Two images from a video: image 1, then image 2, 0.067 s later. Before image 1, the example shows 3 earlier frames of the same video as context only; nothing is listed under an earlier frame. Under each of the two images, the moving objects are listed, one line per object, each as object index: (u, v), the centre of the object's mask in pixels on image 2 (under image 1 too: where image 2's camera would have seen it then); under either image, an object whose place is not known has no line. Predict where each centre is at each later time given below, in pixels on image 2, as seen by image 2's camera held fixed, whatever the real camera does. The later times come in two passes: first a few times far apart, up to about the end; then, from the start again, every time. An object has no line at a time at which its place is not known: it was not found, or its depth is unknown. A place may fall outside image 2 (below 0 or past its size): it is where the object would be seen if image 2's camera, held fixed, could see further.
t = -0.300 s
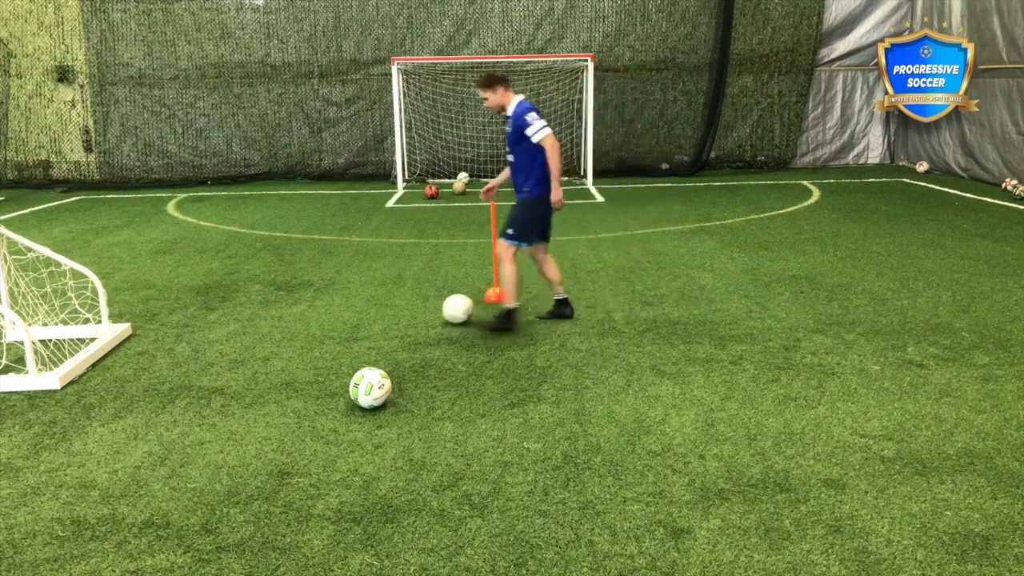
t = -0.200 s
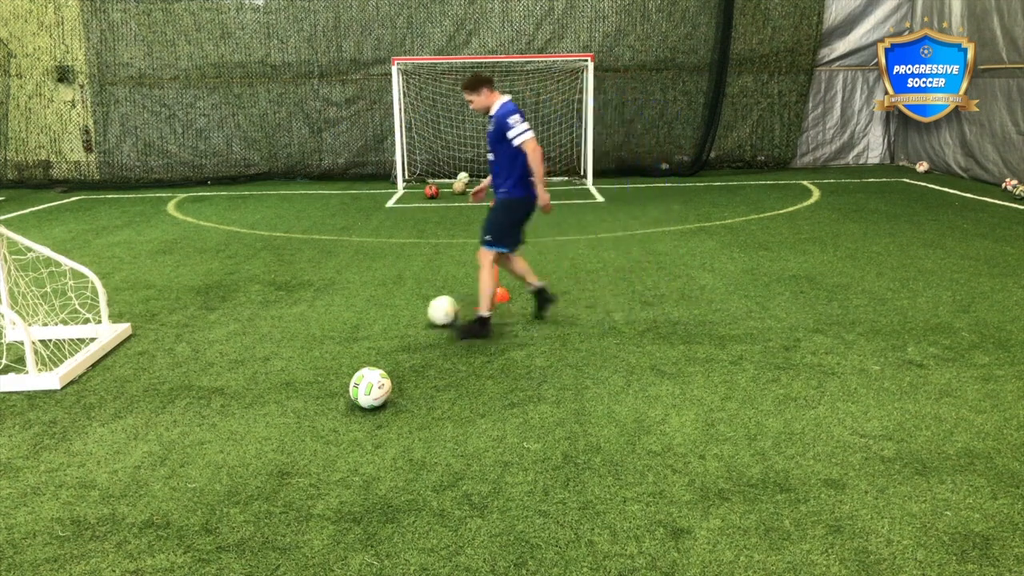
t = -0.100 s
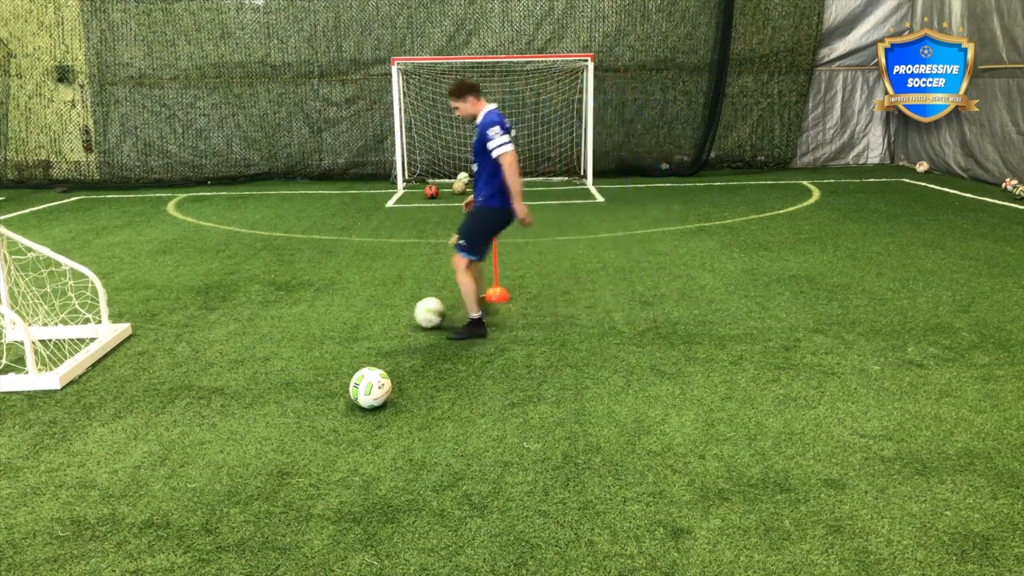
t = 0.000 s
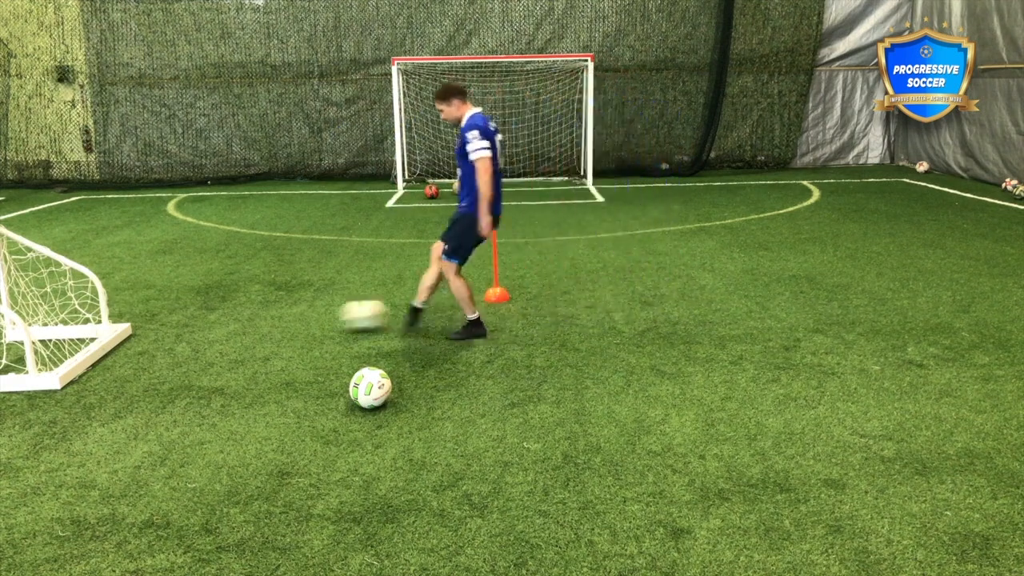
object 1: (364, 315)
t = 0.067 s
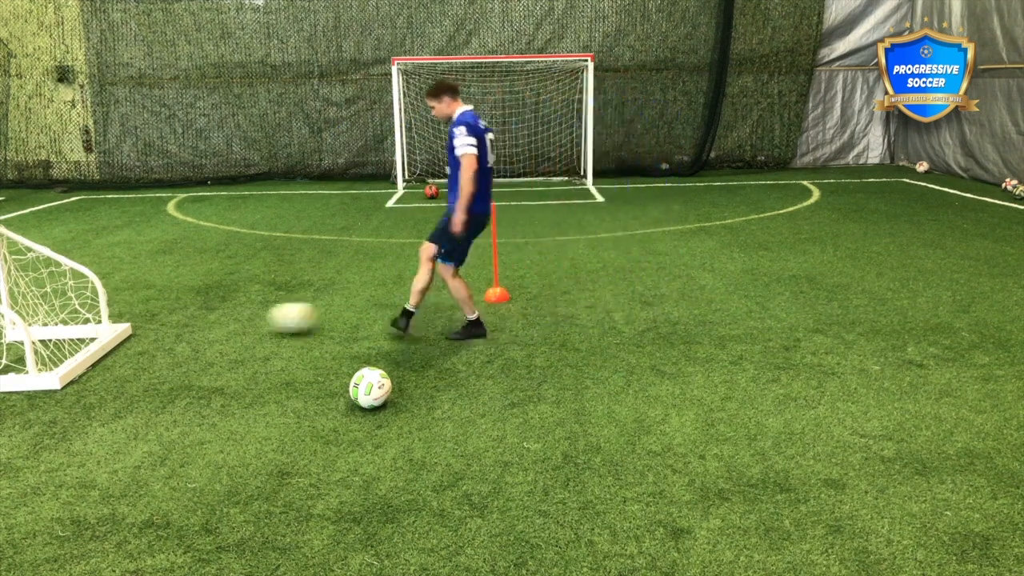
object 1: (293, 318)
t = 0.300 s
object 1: (149, 282)
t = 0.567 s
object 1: (219, 187)
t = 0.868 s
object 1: (310, 201)
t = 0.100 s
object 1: (257, 319)
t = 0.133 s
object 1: (225, 320)
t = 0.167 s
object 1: (192, 321)
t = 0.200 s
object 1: (160, 323)
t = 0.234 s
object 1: (136, 321)
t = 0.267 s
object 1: (141, 301)
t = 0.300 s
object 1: (149, 282)
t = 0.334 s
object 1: (158, 265)
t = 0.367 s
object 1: (166, 249)
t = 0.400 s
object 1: (174, 235)
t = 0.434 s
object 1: (183, 222)
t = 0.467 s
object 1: (192, 211)
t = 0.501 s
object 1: (200, 201)
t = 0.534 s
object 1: (210, 193)
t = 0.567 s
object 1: (219, 187)
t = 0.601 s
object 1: (229, 182)
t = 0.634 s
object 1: (238, 179)
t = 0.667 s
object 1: (248, 177)
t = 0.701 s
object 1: (258, 177)
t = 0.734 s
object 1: (268, 178)
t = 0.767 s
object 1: (279, 182)
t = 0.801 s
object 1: (289, 186)
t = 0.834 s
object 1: (299, 193)
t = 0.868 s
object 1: (310, 201)
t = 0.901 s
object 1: (320, 211)
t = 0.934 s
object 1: (331, 221)
